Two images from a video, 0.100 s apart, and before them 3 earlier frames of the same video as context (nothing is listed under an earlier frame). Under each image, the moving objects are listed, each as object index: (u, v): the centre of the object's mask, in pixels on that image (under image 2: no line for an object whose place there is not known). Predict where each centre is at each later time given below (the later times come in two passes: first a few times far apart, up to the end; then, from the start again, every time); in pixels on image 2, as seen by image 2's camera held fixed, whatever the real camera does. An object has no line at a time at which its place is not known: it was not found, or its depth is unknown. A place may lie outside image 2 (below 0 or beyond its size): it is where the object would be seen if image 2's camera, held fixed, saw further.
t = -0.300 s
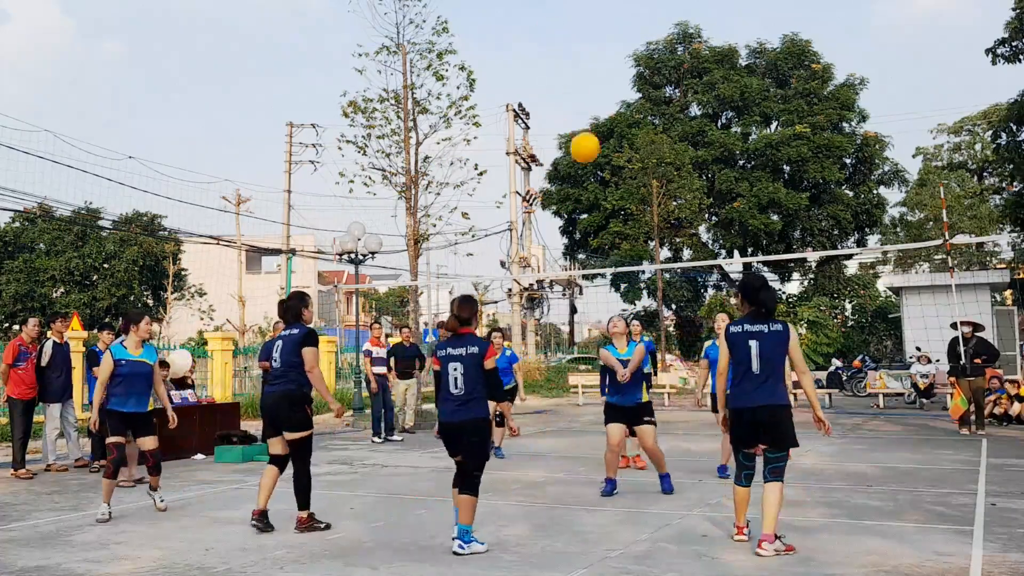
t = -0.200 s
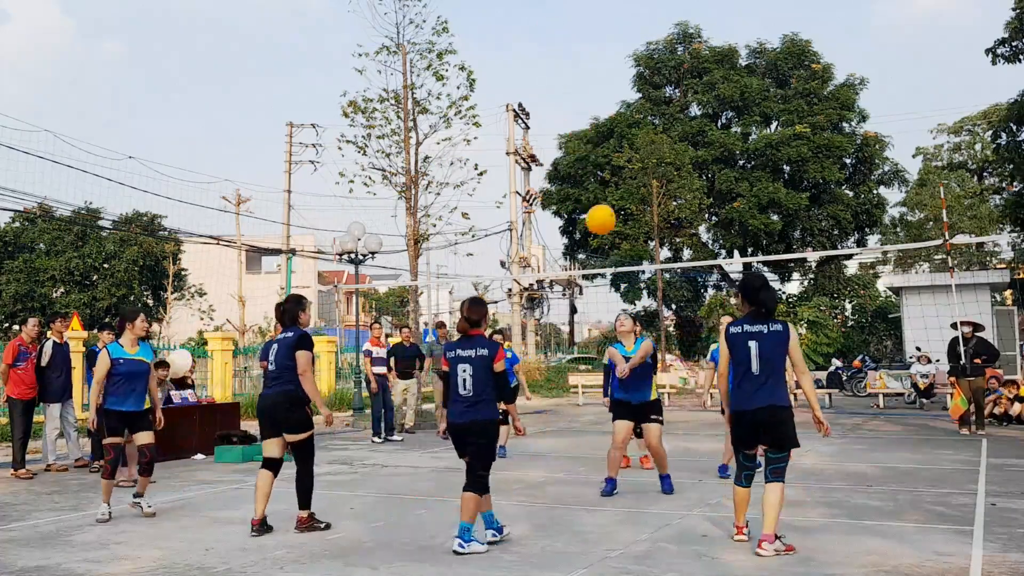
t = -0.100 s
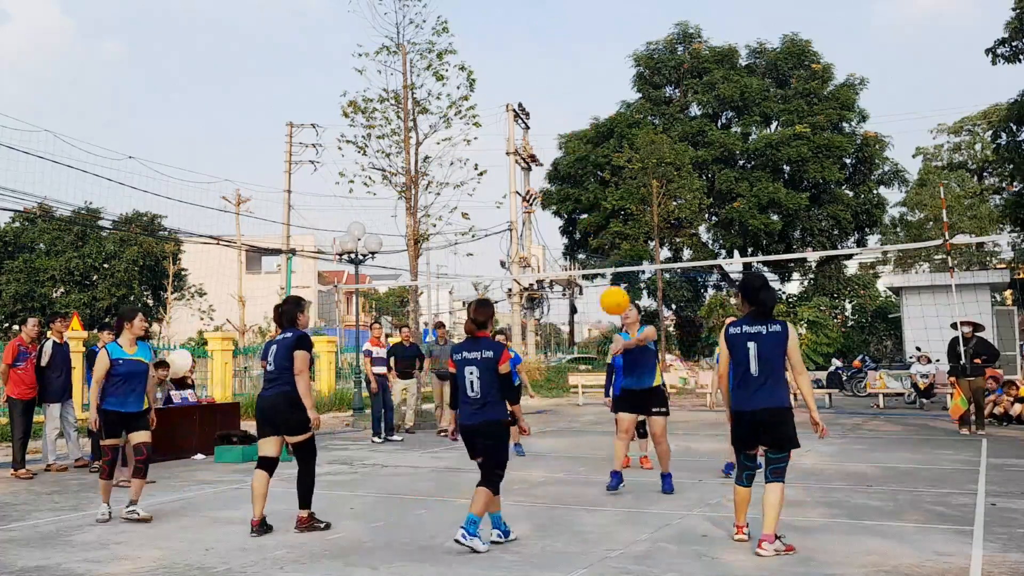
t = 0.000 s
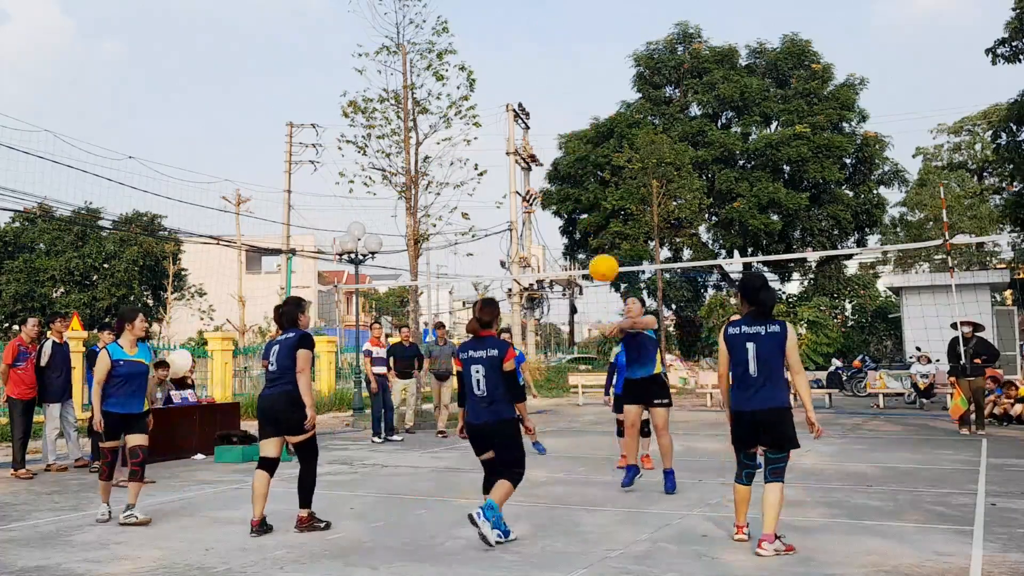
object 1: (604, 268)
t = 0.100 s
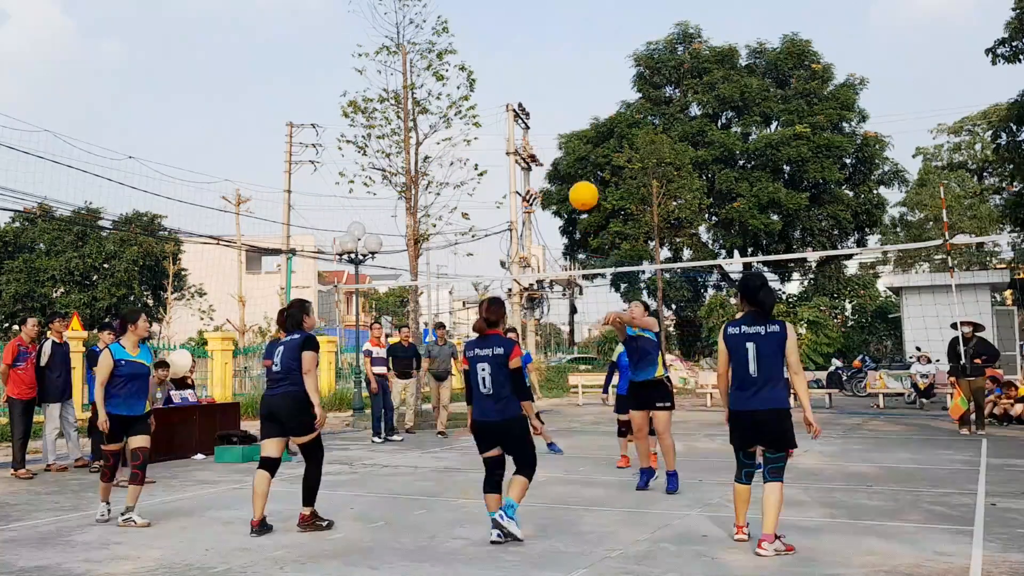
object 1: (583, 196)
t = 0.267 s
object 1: (551, 102)
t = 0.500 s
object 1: (506, 28)
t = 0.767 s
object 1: (457, 19)
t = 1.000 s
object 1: (416, 77)
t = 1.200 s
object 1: (383, 175)
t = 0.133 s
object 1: (577, 174)
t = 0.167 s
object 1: (570, 154)
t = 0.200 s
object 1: (564, 135)
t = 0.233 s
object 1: (557, 118)
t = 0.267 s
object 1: (551, 102)
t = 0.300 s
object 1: (544, 87)
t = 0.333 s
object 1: (538, 74)
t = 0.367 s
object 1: (531, 62)
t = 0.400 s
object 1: (525, 52)
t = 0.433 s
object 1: (519, 42)
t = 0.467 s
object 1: (512, 34)
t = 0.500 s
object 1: (506, 28)
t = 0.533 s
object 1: (500, 22)
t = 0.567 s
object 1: (494, 18)
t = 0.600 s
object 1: (487, 15)
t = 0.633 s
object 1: (481, 13)
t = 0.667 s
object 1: (475, 13)
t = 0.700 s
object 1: (469, 14)
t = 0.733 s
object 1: (463, 16)
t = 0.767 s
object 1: (457, 19)
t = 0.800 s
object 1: (451, 23)
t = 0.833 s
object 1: (445, 29)
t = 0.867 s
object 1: (439, 37)
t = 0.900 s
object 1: (433, 45)
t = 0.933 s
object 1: (428, 54)
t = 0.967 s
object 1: (422, 65)
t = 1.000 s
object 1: (416, 77)
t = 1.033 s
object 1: (410, 91)
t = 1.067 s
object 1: (405, 106)
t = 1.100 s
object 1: (399, 121)
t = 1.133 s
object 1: (393, 138)
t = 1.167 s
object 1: (388, 157)
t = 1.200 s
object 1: (383, 175)
